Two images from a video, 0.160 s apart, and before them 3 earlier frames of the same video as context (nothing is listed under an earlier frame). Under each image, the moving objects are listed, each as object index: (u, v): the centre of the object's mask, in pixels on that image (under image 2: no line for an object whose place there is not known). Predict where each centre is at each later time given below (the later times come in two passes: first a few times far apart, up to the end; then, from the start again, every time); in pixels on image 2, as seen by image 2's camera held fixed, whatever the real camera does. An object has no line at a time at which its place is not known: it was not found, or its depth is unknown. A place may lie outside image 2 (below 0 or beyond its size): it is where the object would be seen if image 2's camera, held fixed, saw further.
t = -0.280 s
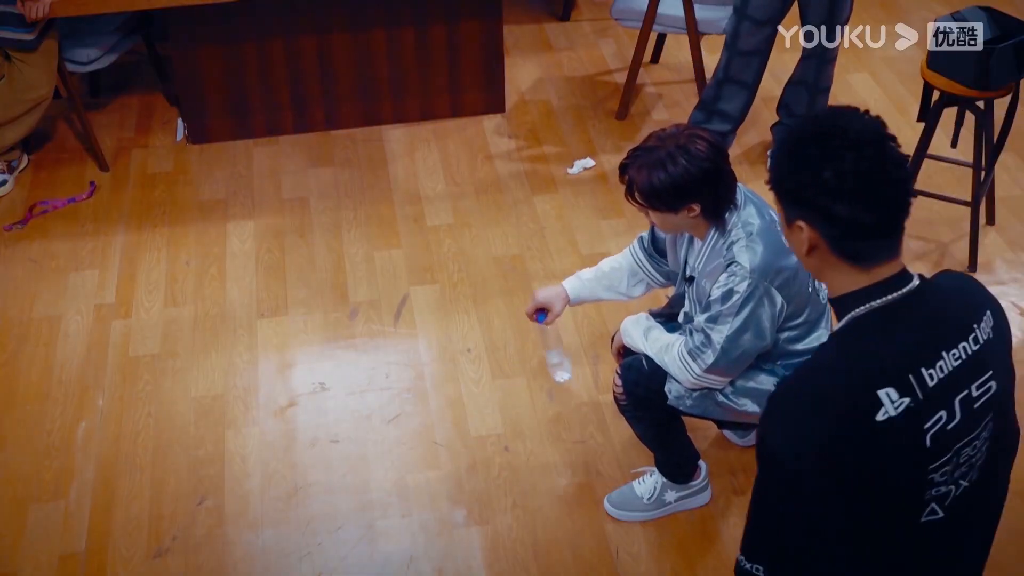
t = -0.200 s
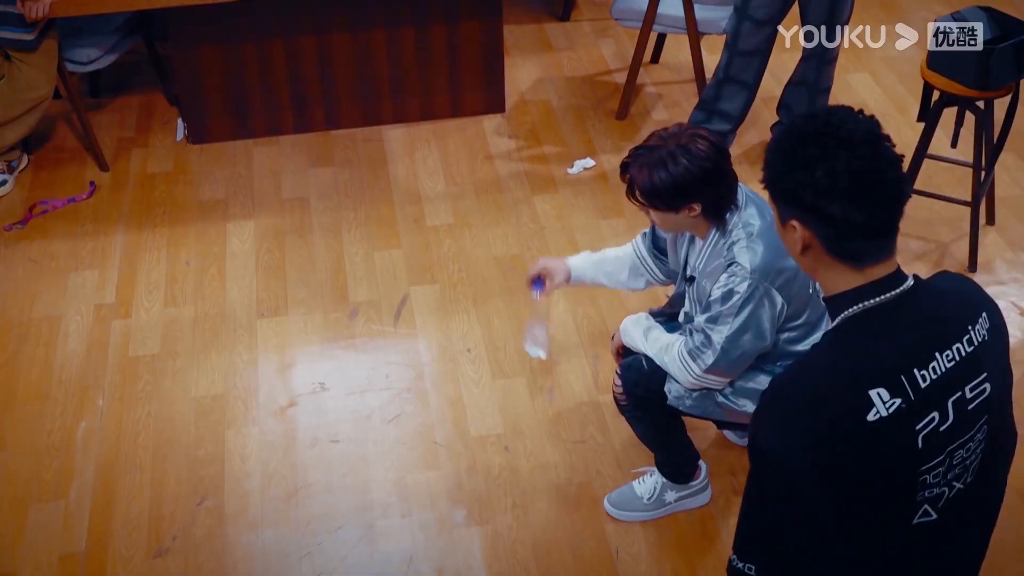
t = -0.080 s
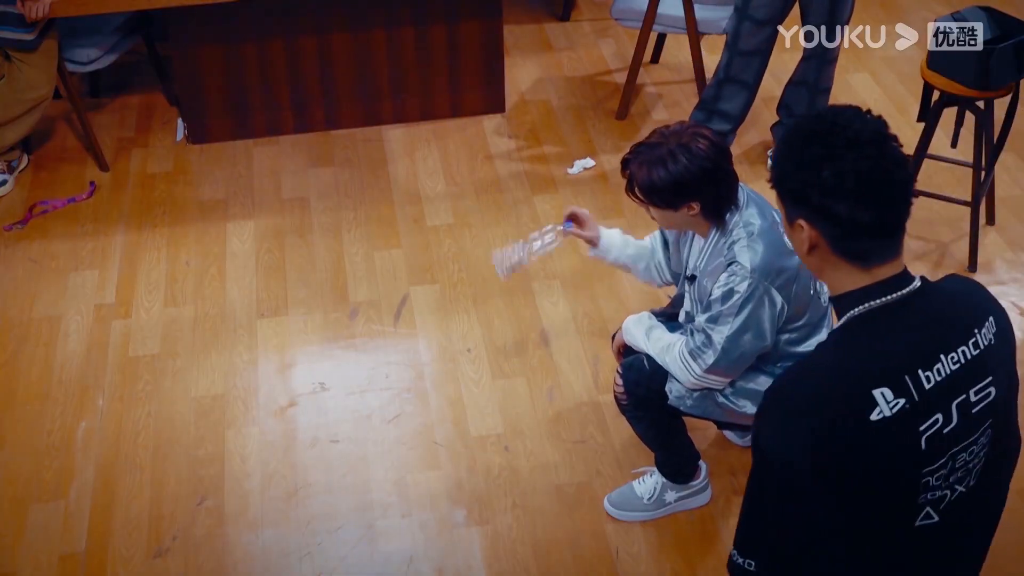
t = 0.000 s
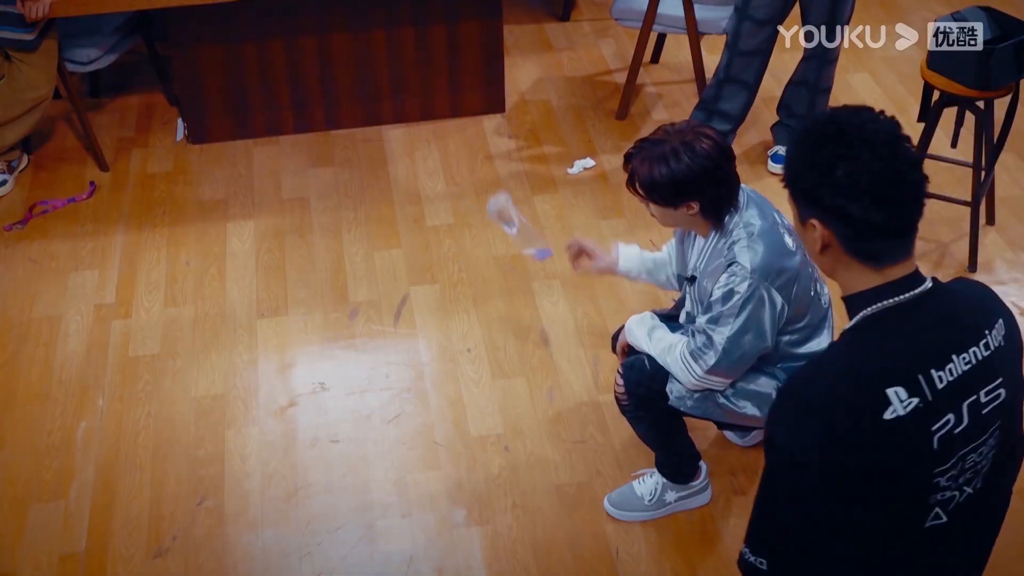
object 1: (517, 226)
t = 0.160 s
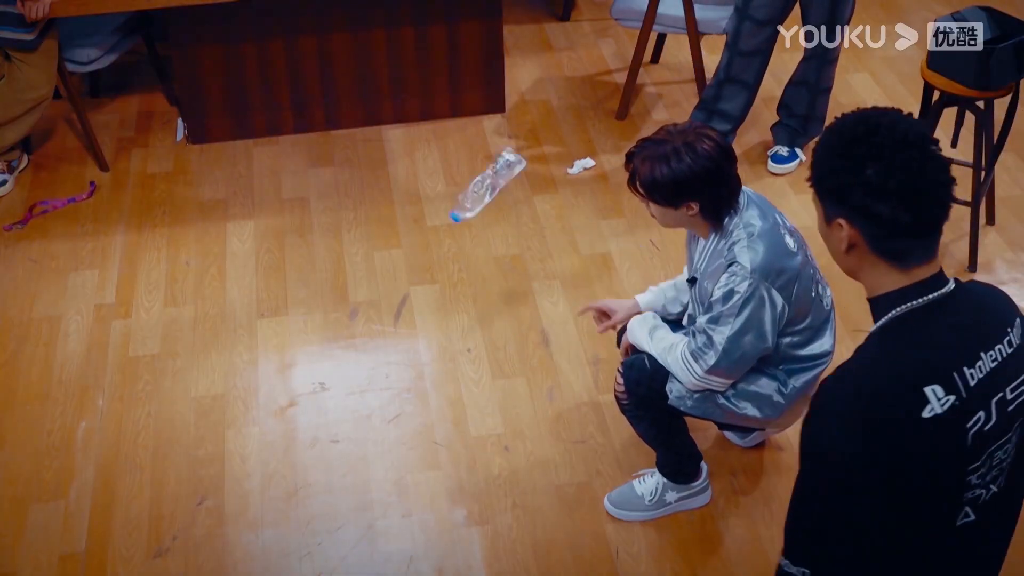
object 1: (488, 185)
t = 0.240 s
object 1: (485, 195)
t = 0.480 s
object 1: (479, 345)
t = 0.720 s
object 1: (466, 416)
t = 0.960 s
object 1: (464, 410)
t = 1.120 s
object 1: (462, 406)
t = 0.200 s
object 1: (486, 187)
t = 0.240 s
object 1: (485, 195)
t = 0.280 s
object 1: (483, 209)
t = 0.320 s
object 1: (481, 228)
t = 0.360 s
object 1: (480, 251)
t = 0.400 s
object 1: (480, 279)
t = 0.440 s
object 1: (478, 310)
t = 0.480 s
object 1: (479, 345)
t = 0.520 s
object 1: (480, 384)
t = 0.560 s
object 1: (470, 412)
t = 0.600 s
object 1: (468, 419)
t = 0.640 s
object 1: (467, 419)
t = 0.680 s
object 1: (467, 418)
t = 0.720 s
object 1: (466, 416)
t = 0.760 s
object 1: (466, 415)
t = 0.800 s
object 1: (465, 414)
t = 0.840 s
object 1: (465, 414)
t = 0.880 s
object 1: (464, 413)
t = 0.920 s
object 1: (464, 411)
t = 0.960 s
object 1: (464, 410)
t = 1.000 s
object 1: (463, 409)
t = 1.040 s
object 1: (463, 408)
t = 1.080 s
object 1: (463, 407)
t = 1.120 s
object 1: (462, 406)
